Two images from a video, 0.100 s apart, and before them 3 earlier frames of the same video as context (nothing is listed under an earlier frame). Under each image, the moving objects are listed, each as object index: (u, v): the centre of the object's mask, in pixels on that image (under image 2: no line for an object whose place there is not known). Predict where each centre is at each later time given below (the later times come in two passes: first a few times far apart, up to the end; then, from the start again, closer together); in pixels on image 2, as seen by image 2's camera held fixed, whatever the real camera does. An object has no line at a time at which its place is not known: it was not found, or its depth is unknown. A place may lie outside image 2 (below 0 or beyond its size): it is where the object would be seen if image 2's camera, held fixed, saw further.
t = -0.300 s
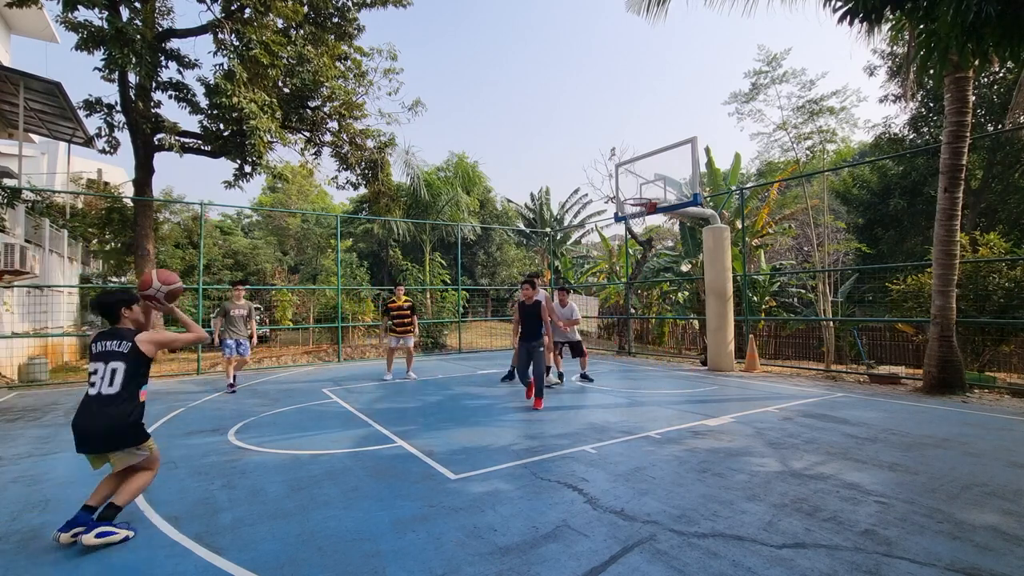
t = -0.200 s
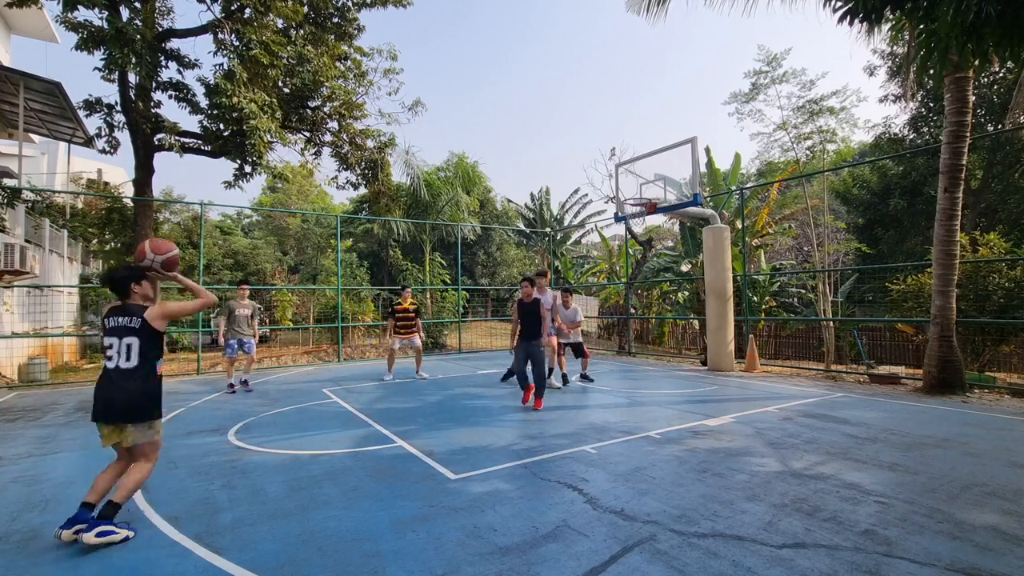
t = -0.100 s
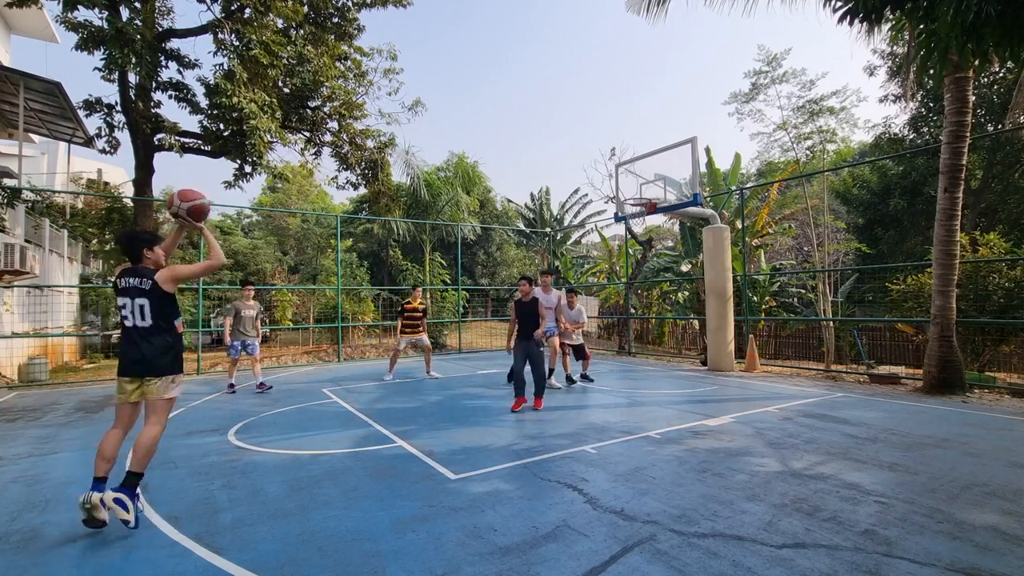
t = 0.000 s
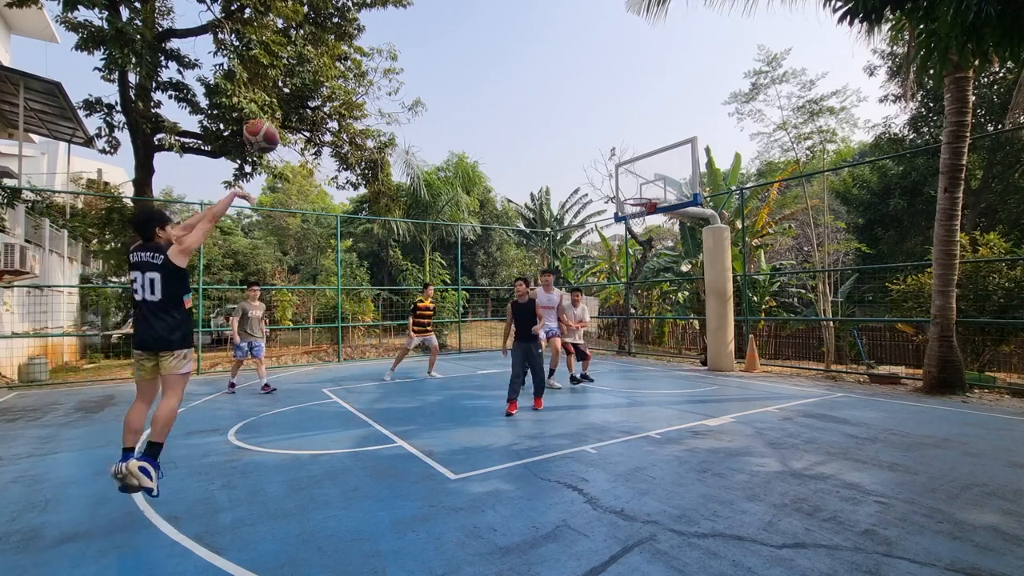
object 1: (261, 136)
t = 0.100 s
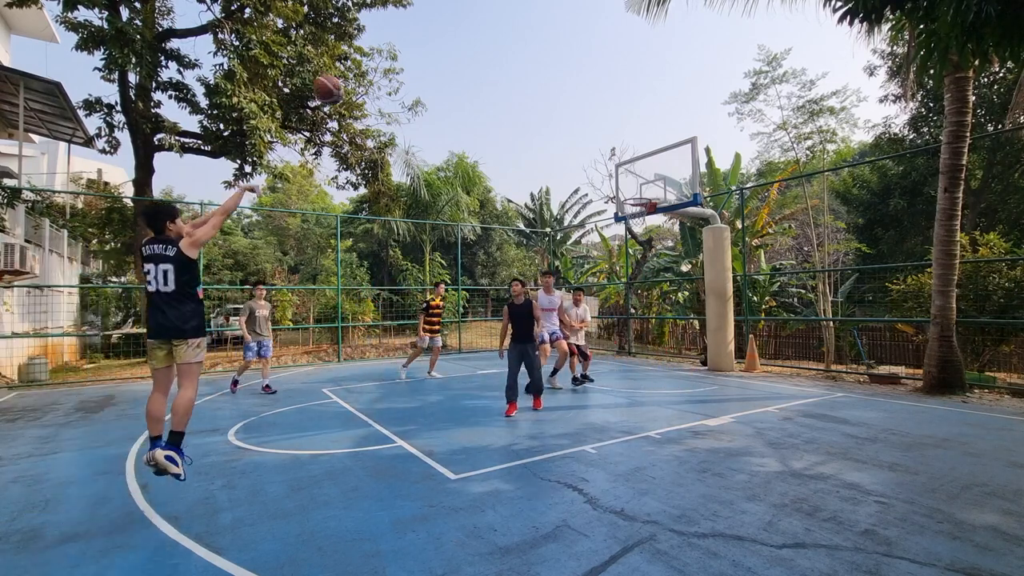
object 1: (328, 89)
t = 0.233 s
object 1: (398, 56)
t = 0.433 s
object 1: (476, 46)
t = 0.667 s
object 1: (540, 74)
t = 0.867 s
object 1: (582, 120)
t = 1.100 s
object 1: (620, 190)
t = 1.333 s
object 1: (633, 186)
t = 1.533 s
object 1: (613, 186)
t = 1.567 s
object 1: (610, 188)
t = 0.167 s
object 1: (365, 69)
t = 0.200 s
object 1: (382, 62)
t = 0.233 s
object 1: (398, 56)
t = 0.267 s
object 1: (413, 51)
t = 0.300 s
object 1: (427, 48)
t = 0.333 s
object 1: (440, 46)
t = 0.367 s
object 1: (452, 45)
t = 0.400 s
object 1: (464, 45)
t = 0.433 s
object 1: (476, 46)
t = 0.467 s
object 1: (486, 48)
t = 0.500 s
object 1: (496, 51)
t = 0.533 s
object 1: (506, 54)
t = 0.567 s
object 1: (515, 58)
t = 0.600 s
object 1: (524, 63)
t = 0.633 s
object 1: (532, 69)
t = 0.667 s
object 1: (540, 74)
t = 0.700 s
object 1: (548, 81)
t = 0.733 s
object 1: (555, 88)
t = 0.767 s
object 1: (562, 95)
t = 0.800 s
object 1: (569, 103)
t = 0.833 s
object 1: (576, 111)
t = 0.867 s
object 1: (582, 120)
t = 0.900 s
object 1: (588, 129)
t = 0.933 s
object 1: (594, 138)
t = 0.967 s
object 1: (600, 148)
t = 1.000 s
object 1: (605, 158)
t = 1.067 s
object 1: (615, 179)
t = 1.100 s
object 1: (620, 190)
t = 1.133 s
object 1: (623, 194)
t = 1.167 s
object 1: (625, 191)
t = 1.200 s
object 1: (627, 188)
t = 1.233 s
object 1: (628, 187)
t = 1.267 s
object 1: (630, 186)
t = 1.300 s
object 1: (632, 186)
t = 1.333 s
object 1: (633, 186)
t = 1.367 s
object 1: (630, 184)
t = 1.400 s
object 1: (626, 183)
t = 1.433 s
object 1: (623, 183)
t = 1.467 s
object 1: (620, 184)
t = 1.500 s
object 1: (617, 185)
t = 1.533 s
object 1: (613, 186)
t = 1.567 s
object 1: (610, 188)
